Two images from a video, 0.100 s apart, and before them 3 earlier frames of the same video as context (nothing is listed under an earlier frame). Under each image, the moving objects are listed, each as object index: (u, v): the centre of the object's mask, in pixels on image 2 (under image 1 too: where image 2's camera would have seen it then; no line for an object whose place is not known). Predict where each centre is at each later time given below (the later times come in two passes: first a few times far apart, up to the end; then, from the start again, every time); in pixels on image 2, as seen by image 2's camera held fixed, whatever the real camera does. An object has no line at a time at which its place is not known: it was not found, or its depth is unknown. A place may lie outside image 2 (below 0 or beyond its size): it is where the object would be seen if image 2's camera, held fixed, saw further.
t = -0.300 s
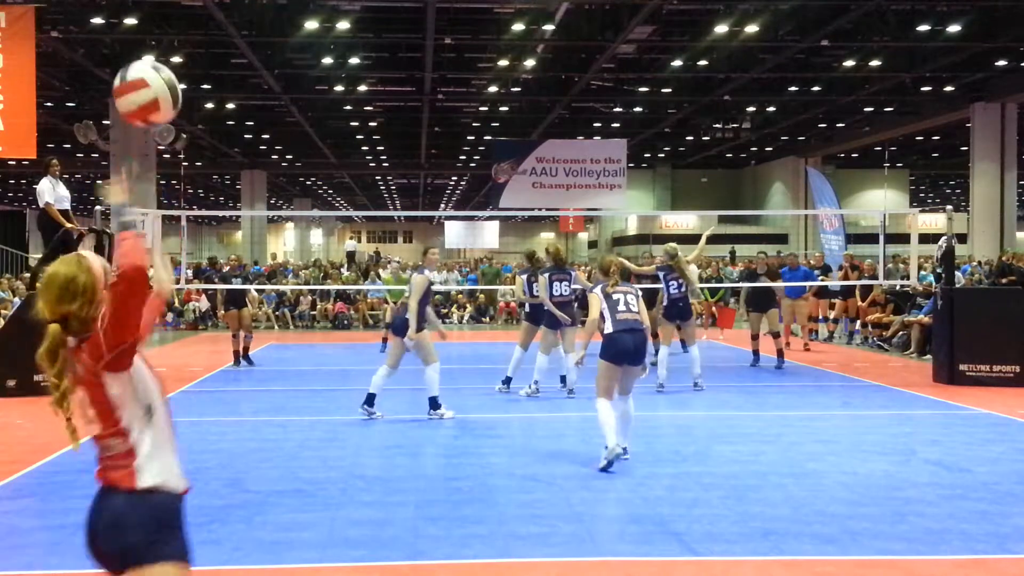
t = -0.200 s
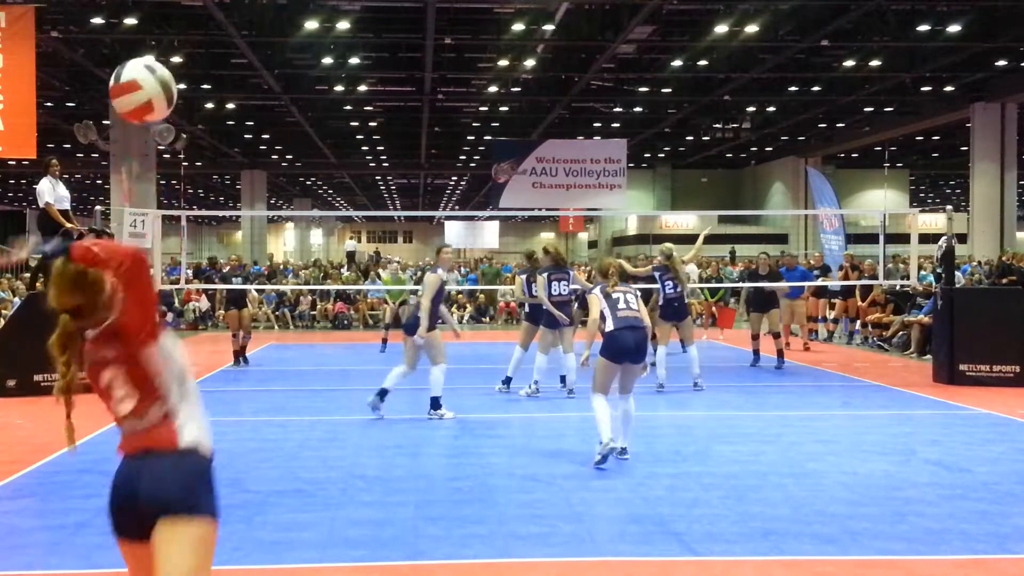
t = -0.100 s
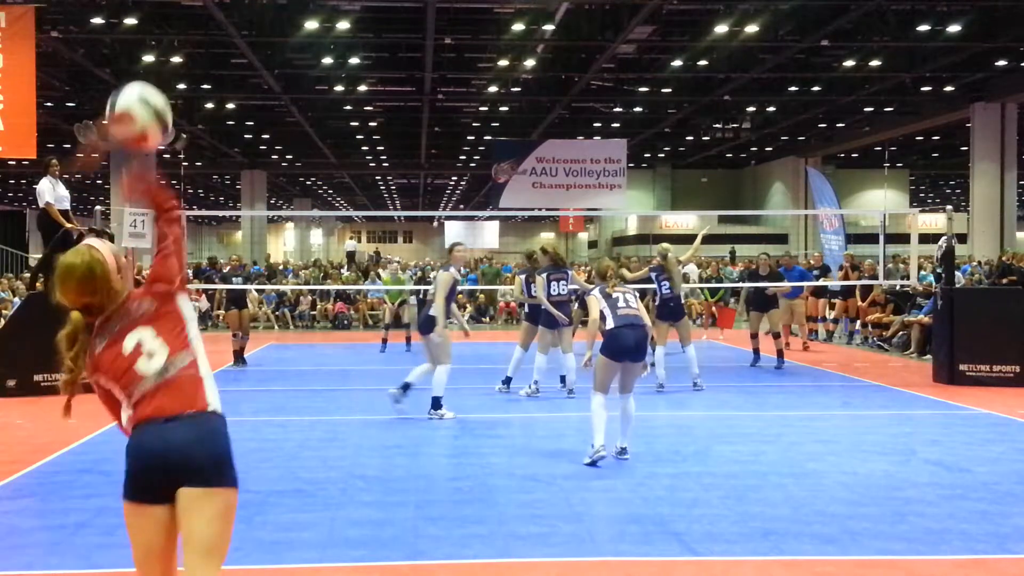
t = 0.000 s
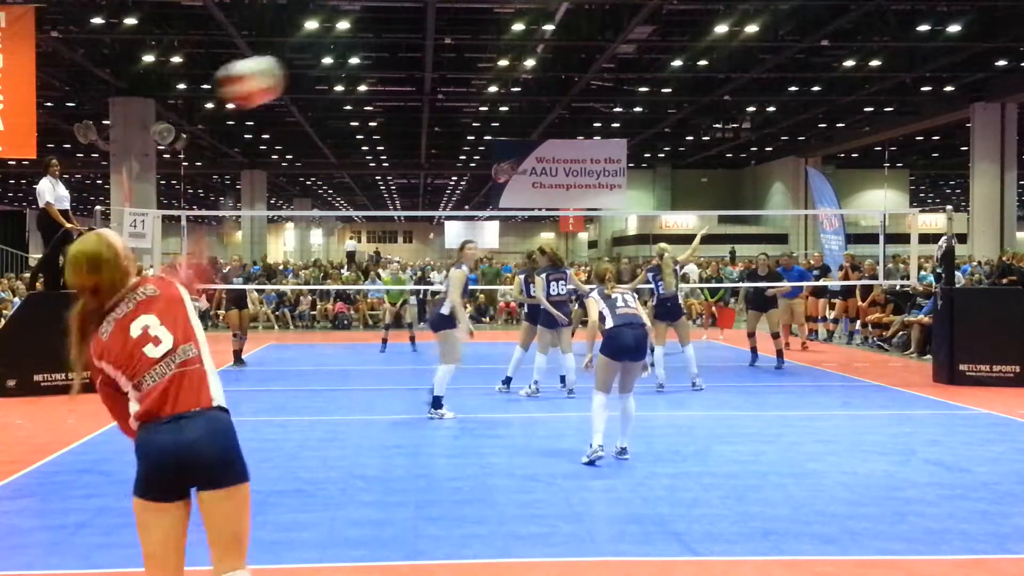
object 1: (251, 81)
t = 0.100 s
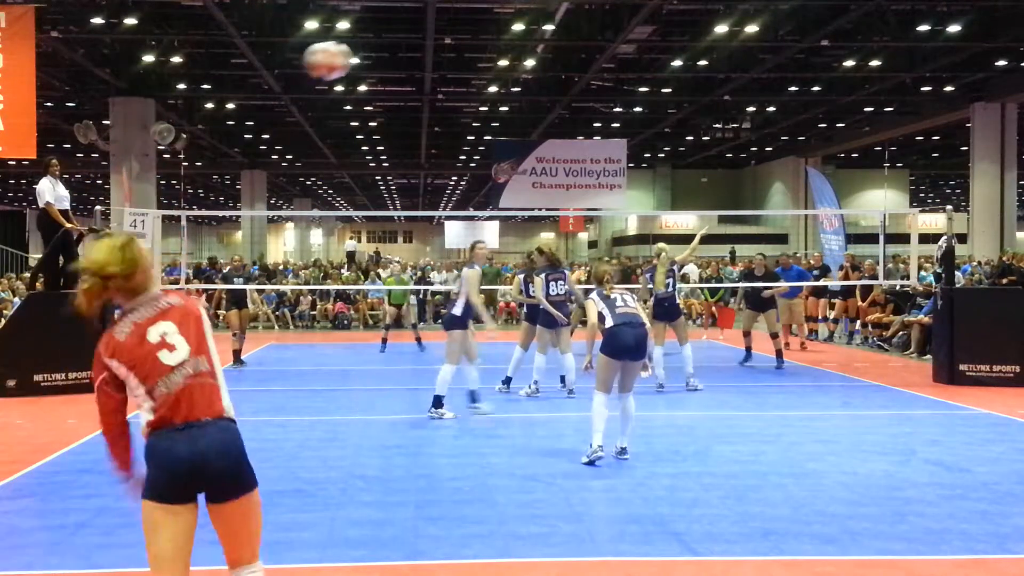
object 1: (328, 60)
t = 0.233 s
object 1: (387, 59)
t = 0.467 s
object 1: (445, 89)
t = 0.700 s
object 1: (471, 131)
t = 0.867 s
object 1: (483, 167)
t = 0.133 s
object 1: (346, 58)
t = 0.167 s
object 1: (361, 56)
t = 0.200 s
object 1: (375, 57)
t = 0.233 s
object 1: (387, 59)
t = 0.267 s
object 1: (398, 61)
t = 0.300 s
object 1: (408, 64)
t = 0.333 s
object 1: (417, 68)
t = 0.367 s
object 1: (425, 73)
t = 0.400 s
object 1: (433, 78)
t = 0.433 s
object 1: (439, 84)
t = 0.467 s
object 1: (445, 89)
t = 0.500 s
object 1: (449, 95)
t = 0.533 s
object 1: (454, 100)
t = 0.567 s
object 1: (458, 106)
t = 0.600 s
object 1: (462, 112)
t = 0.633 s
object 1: (465, 118)
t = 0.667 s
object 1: (469, 125)
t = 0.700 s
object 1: (471, 131)
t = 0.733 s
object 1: (474, 137)
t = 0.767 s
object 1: (476, 145)
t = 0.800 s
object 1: (478, 152)
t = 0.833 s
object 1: (480, 159)
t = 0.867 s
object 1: (483, 167)
